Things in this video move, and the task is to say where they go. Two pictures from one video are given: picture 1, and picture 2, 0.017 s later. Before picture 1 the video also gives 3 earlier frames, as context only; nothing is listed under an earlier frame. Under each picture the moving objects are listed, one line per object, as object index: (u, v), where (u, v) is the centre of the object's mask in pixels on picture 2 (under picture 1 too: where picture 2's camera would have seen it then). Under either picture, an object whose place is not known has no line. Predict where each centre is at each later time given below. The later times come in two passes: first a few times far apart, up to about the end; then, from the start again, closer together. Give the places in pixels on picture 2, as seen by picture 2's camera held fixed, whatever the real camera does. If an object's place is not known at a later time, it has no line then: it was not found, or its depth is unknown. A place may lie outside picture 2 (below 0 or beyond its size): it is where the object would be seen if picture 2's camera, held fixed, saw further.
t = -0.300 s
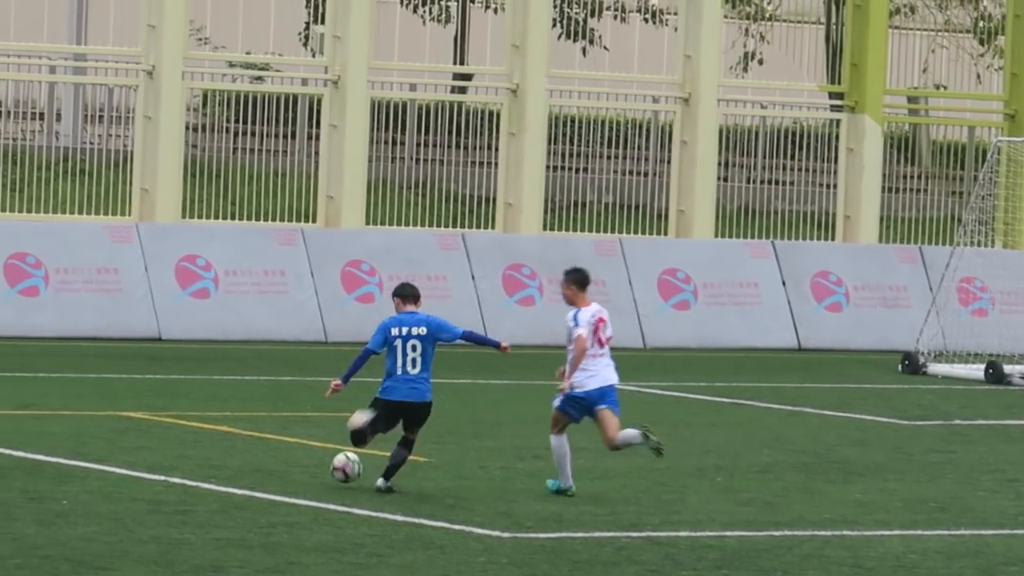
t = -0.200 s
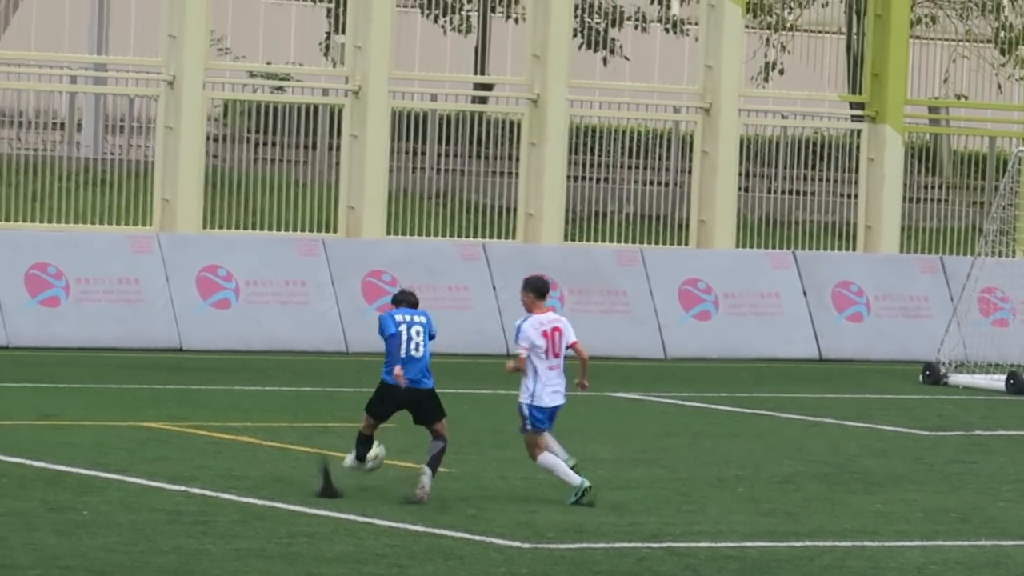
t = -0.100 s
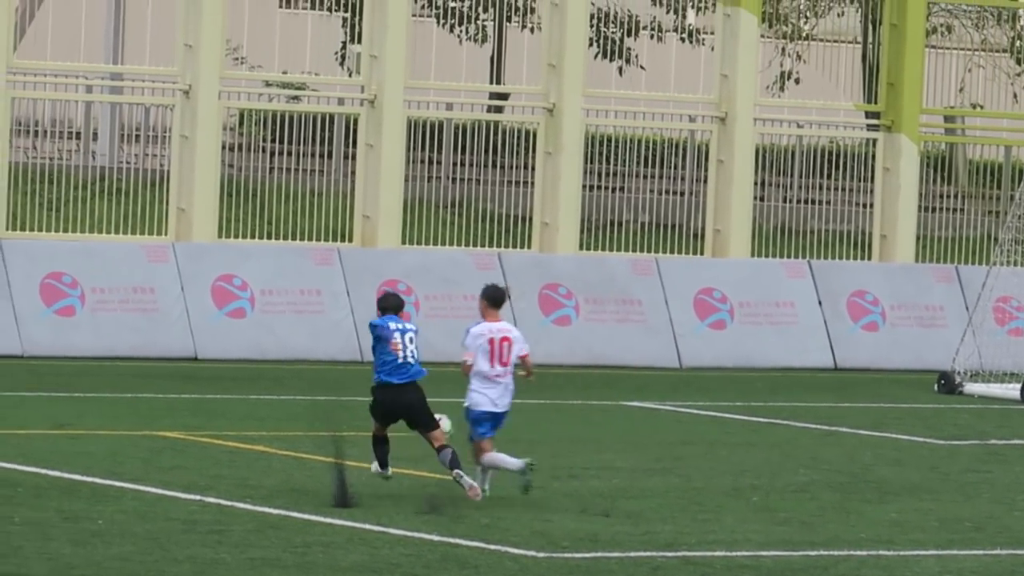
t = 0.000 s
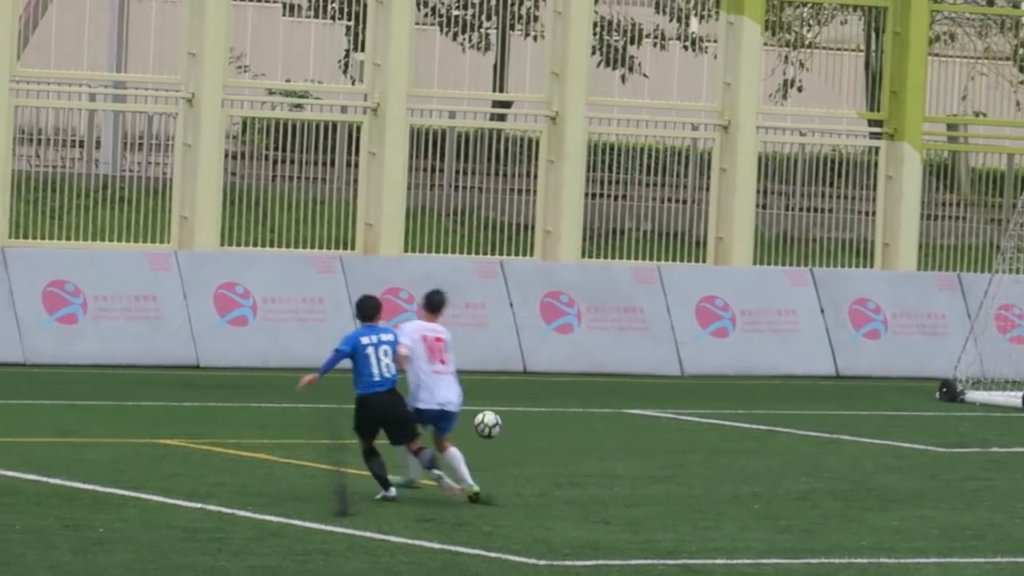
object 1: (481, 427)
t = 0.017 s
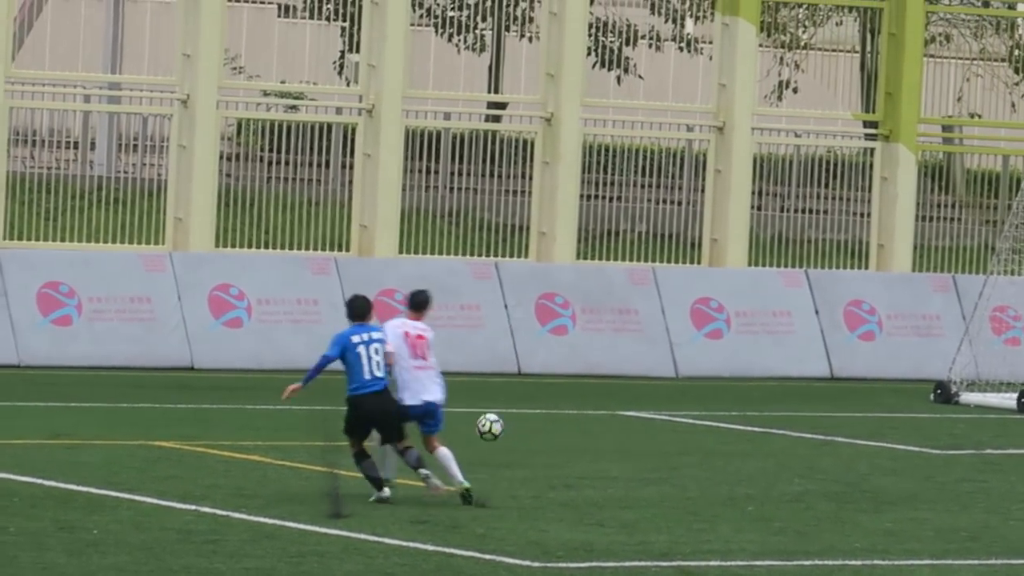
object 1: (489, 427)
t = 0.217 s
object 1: (573, 418)
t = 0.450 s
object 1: (652, 403)
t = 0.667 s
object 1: (709, 394)
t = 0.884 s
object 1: (754, 386)
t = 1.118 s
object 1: (789, 378)
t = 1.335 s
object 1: (817, 358)
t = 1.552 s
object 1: (912, 297)
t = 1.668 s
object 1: (961, 282)
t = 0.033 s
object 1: (497, 428)
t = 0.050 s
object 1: (504, 430)
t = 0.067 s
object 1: (511, 432)
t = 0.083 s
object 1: (519, 434)
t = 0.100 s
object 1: (525, 437)
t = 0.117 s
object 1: (533, 439)
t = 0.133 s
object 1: (539, 437)
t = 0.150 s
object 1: (546, 432)
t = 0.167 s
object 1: (553, 428)
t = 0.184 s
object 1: (559, 424)
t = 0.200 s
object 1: (566, 421)
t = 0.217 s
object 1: (573, 418)
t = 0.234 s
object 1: (579, 416)
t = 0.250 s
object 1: (585, 414)
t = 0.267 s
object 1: (591, 414)
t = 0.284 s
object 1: (597, 414)
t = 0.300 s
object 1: (603, 414)
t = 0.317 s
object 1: (608, 415)
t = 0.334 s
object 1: (614, 416)
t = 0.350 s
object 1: (620, 417)
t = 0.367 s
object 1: (625, 415)
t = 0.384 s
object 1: (630, 413)
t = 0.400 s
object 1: (636, 410)
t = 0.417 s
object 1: (641, 407)
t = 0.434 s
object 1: (647, 405)
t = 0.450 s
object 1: (652, 403)
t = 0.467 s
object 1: (657, 402)
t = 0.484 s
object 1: (662, 403)
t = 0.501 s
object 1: (667, 403)
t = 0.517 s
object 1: (672, 403)
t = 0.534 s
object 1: (677, 403)
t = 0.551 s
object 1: (681, 404)
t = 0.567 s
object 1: (686, 403)
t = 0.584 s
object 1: (689, 402)
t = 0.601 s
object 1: (693, 399)
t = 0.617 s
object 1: (698, 396)
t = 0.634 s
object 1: (702, 394)
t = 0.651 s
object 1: (706, 394)
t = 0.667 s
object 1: (709, 394)
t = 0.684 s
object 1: (714, 393)
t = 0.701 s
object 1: (718, 393)
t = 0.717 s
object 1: (721, 395)
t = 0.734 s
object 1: (724, 394)
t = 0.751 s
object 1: (728, 392)
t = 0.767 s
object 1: (732, 389)
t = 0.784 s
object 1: (736, 387)
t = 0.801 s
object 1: (738, 386)
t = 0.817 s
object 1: (741, 385)
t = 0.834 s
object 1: (745, 385)
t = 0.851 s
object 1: (748, 385)
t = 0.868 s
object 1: (751, 385)
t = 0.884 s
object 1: (754, 386)
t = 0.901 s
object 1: (757, 387)
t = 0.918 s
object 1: (760, 385)
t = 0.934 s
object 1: (762, 384)
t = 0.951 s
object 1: (764, 382)
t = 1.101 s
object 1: (787, 378)
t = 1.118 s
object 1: (789, 378)
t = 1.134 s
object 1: (791, 376)
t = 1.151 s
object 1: (793, 372)
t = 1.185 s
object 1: (798, 367)
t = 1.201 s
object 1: (800, 365)
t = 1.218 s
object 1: (803, 363)
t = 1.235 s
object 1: (804, 361)
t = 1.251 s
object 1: (807, 360)
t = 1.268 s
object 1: (808, 360)
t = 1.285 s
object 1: (811, 359)
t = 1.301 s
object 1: (812, 358)
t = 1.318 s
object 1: (814, 358)
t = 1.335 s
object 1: (817, 358)
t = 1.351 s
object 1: (823, 354)
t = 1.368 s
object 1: (831, 346)
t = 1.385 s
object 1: (838, 340)
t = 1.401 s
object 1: (847, 335)
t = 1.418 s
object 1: (854, 329)
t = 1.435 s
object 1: (861, 324)
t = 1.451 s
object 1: (869, 319)
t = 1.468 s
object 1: (876, 315)
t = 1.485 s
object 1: (883, 311)
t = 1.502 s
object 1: (892, 308)
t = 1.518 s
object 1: (897, 303)
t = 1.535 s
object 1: (905, 300)
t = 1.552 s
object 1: (912, 297)
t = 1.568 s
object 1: (919, 294)
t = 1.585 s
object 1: (926, 291)
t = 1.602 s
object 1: (933, 289)
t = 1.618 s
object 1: (940, 287)
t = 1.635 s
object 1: (948, 285)
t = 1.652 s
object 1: (955, 284)
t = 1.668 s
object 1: (961, 282)
